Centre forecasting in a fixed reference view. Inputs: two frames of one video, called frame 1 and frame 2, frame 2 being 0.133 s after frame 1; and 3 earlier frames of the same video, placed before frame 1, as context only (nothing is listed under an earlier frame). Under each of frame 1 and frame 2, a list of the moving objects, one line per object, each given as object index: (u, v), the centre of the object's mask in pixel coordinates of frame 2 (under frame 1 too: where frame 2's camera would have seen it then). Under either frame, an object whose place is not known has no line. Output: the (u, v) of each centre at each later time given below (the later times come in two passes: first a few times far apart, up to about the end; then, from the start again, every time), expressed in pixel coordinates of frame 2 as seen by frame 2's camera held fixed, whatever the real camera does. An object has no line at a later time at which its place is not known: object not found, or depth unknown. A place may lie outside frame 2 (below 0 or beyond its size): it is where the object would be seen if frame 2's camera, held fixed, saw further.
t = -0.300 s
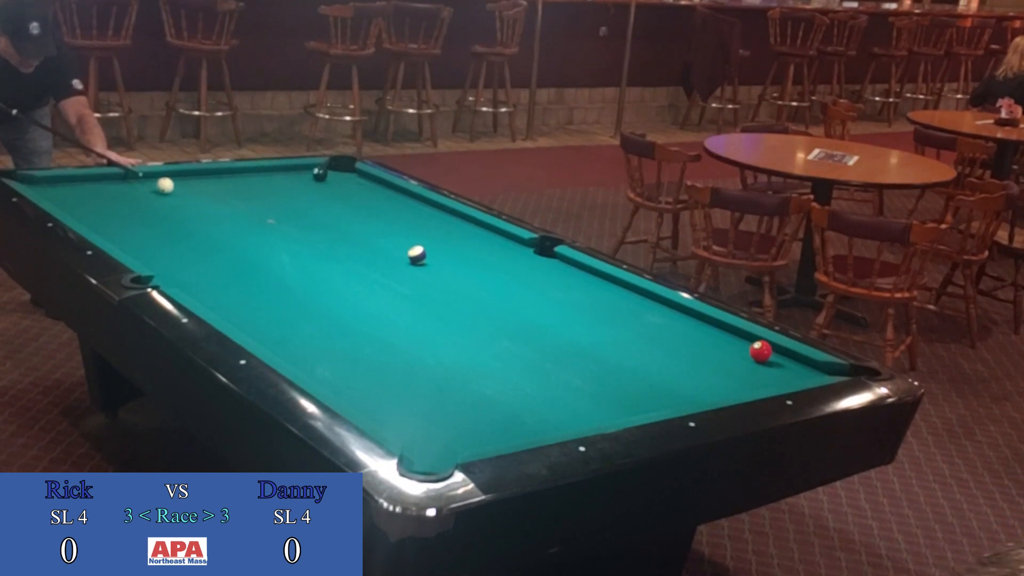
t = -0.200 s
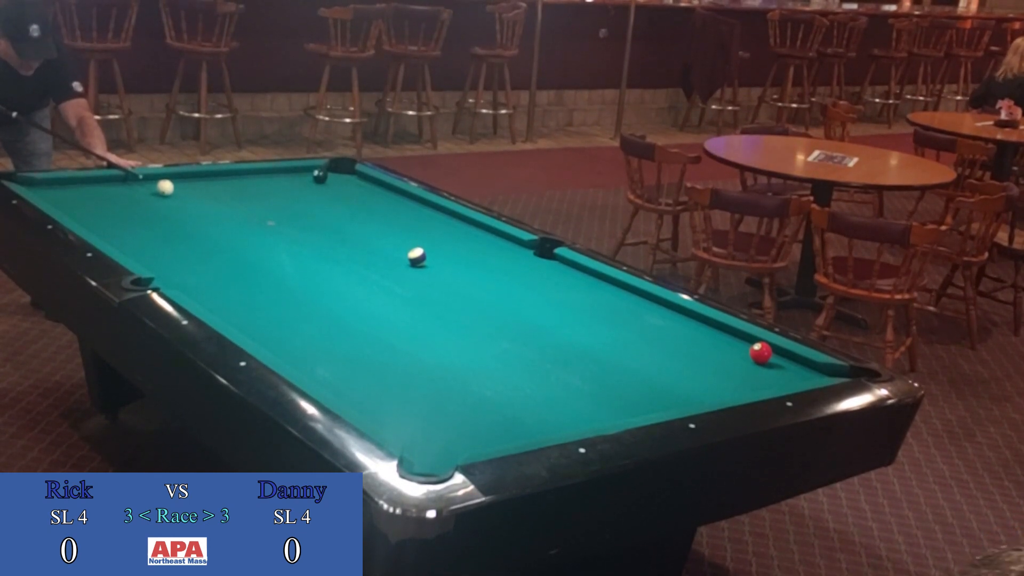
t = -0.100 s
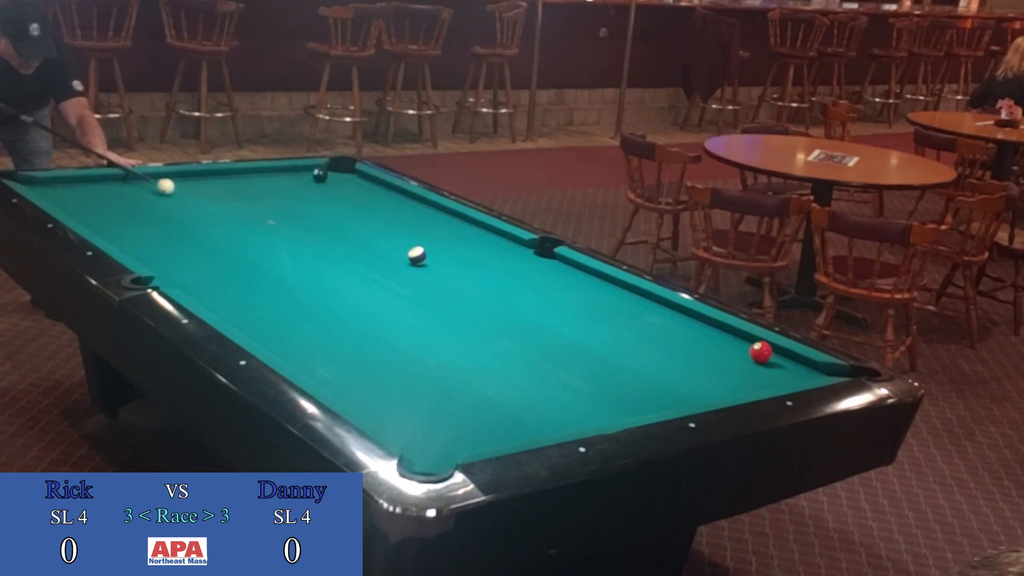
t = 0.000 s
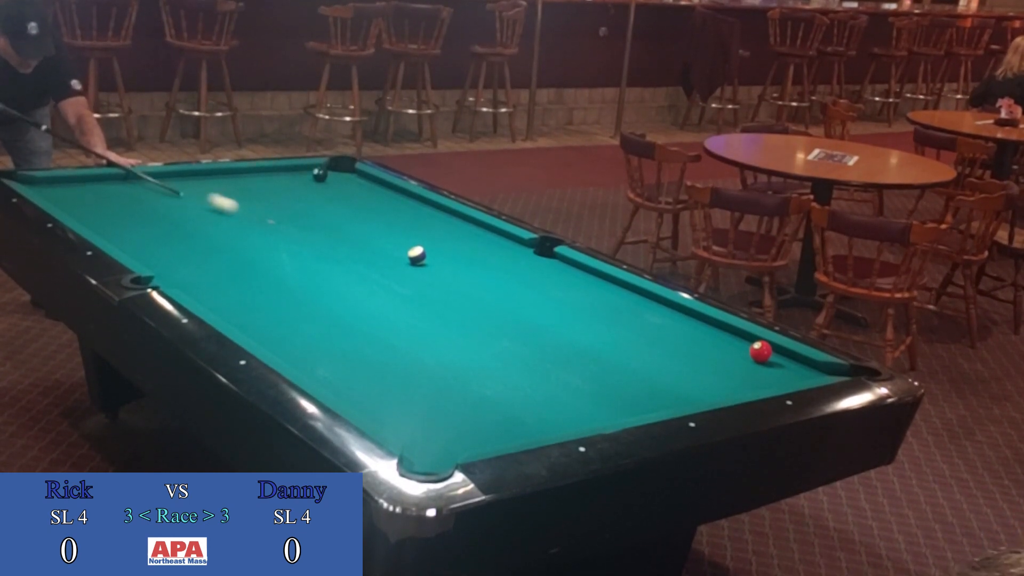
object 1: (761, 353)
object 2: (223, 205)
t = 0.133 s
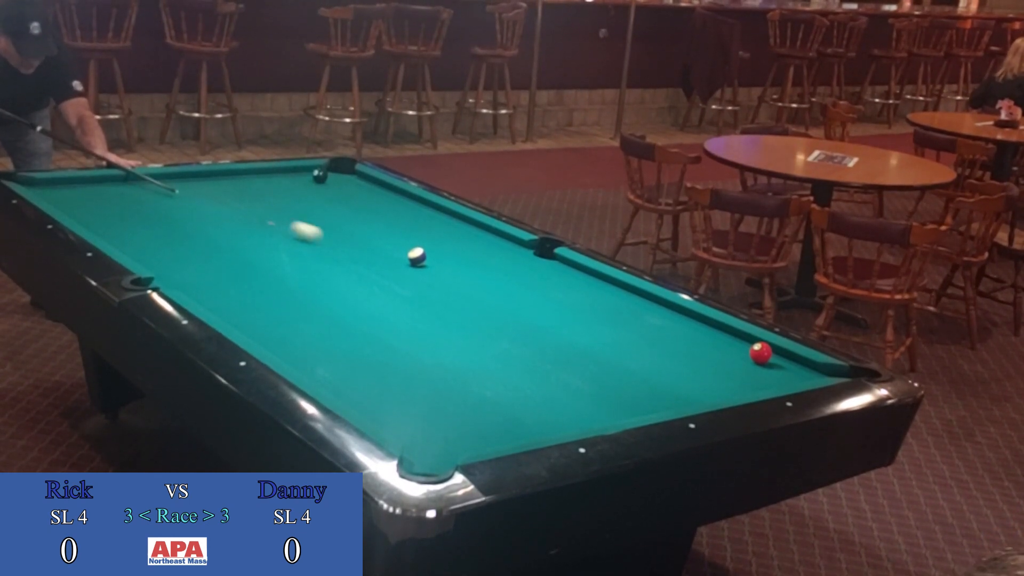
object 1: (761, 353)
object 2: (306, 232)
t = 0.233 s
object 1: (761, 352)
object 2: (366, 250)
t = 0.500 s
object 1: (761, 353)
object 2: (516, 298)
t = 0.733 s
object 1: (761, 353)
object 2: (658, 342)
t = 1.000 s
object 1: (761, 352)
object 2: (777, 371)
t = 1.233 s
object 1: (740, 338)
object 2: (750, 355)
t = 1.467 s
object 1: (703, 332)
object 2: (731, 347)
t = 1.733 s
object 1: (663, 325)
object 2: (712, 339)
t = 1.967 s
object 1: (630, 320)
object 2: (697, 333)
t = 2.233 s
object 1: (595, 313)
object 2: (681, 327)
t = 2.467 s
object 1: (567, 308)
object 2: (669, 322)
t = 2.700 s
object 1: (541, 304)
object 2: (658, 318)
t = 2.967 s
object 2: (647, 314)
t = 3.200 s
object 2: (639, 311)
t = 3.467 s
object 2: (631, 308)
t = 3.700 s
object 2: (626, 306)
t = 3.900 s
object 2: (624, 305)
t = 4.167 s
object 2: (622, 304)
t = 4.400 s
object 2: (621, 303)
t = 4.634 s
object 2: (620, 303)
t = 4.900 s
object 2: (620, 303)
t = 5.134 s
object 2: (620, 303)
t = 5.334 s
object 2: (620, 303)
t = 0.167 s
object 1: (761, 353)
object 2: (326, 238)
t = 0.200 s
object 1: (761, 352)
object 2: (346, 244)
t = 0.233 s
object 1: (761, 352)
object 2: (366, 250)
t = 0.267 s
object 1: (761, 352)
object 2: (385, 257)
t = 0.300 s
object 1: (761, 352)
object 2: (403, 262)
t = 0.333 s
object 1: (761, 353)
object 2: (424, 269)
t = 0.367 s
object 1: (761, 353)
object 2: (441, 274)
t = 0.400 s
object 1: (761, 353)
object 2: (459, 280)
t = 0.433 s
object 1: (761, 353)
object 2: (477, 285)
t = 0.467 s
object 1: (761, 353)
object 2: (495, 291)
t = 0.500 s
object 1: (761, 353)
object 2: (516, 298)
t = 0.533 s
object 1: (761, 353)
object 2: (534, 304)
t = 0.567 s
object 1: (761, 353)
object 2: (554, 309)
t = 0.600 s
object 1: (761, 353)
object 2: (574, 316)
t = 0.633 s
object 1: (761, 353)
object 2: (594, 322)
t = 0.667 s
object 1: (761, 352)
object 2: (616, 329)
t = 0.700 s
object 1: (761, 353)
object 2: (637, 335)
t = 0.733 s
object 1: (761, 353)
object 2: (658, 342)
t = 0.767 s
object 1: (761, 353)
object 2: (681, 350)
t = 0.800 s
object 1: (761, 353)
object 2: (703, 356)
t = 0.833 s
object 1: (761, 353)
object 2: (726, 363)
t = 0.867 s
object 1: (761, 352)
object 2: (749, 371)
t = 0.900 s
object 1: (761, 353)
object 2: (772, 376)
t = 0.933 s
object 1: (761, 353)
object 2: (789, 378)
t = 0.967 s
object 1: (761, 353)
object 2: (783, 374)
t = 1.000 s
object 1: (761, 352)
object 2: (777, 371)
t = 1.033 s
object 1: (759, 350)
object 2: (770, 364)
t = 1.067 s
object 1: (758, 347)
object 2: (765, 360)
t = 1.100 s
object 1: (757, 344)
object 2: (762, 360)
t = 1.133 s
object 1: (755, 341)
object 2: (759, 358)
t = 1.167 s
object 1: (752, 340)
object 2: (756, 357)
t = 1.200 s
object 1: (746, 339)
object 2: (753, 356)
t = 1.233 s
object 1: (740, 338)
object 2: (750, 355)
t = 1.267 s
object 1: (735, 337)
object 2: (748, 354)
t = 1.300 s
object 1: (729, 337)
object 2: (745, 353)
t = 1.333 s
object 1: (724, 336)
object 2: (742, 352)
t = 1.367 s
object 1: (719, 335)
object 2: (739, 350)
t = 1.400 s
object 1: (713, 334)
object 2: (736, 349)
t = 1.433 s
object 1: (708, 333)
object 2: (734, 348)
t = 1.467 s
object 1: (703, 332)
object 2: (731, 347)
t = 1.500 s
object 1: (697, 331)
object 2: (729, 346)
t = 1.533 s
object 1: (692, 331)
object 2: (727, 346)
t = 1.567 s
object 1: (687, 330)
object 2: (724, 344)
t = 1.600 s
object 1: (683, 329)
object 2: (722, 344)
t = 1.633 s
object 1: (677, 328)
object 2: (719, 342)
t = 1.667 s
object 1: (673, 327)
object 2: (716, 341)
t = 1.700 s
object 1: (667, 326)
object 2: (714, 340)
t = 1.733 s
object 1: (663, 325)
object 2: (712, 339)
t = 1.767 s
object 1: (658, 324)
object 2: (710, 338)
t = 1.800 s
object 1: (653, 324)
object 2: (708, 338)
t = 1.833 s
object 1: (648, 323)
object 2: (706, 337)
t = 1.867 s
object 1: (643, 322)
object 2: (703, 336)
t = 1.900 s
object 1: (639, 321)
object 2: (701, 335)
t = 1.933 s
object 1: (634, 320)
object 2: (699, 334)
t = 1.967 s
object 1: (630, 320)
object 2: (697, 333)
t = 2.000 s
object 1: (626, 319)
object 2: (694, 332)
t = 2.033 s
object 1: (621, 318)
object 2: (692, 332)
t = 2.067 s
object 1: (617, 317)
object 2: (690, 331)
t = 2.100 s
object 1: (612, 316)
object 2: (689, 330)
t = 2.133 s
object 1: (608, 316)
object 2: (687, 329)
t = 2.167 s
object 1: (604, 315)
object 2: (685, 328)
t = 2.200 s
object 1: (600, 314)
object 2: (682, 328)
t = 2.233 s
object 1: (595, 313)
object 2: (681, 327)
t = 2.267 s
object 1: (591, 313)
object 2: (679, 326)
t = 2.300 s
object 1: (587, 311)
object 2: (677, 325)
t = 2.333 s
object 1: (583, 311)
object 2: (675, 325)
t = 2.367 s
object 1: (579, 310)
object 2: (674, 324)
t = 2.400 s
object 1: (575, 310)
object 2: (672, 324)
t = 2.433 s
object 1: (571, 309)
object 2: (670, 323)
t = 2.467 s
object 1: (567, 308)
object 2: (669, 322)
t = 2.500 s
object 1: (564, 308)
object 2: (667, 322)
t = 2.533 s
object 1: (560, 307)
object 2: (666, 321)
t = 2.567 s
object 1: (556, 306)
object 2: (664, 320)
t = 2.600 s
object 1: (552, 306)
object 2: (662, 319)
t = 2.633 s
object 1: (549, 305)
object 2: (661, 319)
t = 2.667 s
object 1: (545, 304)
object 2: (659, 318)
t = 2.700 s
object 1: (541, 304)
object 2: (658, 318)
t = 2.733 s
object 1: (538, 303)
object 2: (657, 318)
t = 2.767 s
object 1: (534, 302)
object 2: (655, 317)
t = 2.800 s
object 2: (653, 317)
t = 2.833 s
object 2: (652, 316)
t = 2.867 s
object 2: (651, 315)
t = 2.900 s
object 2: (650, 315)
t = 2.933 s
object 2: (648, 315)
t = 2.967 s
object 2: (647, 314)
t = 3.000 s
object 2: (646, 314)
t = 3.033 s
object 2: (644, 313)
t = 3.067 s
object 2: (643, 313)
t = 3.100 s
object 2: (642, 312)
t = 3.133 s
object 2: (641, 312)
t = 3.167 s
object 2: (640, 311)
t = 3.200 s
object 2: (639, 311)
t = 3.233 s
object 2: (638, 311)
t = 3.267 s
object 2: (637, 311)
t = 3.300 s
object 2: (636, 310)
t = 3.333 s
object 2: (635, 310)
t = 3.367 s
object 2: (634, 309)
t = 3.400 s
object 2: (633, 309)
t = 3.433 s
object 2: (632, 308)
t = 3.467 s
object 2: (631, 308)
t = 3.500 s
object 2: (630, 308)
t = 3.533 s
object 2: (630, 308)
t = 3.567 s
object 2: (629, 308)
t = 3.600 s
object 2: (628, 307)
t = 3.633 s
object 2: (628, 307)
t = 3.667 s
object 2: (627, 307)
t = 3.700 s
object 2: (626, 306)
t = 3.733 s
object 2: (626, 306)
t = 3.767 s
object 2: (625, 306)
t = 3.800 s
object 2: (625, 306)
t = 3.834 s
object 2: (624, 305)
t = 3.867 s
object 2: (624, 305)
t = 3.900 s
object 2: (624, 305)
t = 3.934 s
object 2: (623, 305)
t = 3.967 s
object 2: (623, 305)
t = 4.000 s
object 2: (623, 304)
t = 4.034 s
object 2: (622, 304)
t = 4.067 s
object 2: (622, 304)
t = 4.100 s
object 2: (622, 304)
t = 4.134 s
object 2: (622, 304)
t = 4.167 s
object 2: (622, 304)
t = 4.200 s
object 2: (622, 303)
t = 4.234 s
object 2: (621, 303)
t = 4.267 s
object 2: (622, 303)
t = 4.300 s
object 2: (622, 303)
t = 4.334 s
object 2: (621, 303)
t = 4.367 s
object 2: (621, 303)
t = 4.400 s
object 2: (621, 303)
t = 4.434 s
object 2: (621, 303)
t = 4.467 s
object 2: (621, 303)
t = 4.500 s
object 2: (621, 303)
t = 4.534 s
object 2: (621, 303)
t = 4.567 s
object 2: (620, 303)
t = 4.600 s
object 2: (620, 303)
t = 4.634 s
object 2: (620, 303)
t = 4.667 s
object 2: (620, 303)
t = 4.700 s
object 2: (620, 303)
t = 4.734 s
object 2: (620, 303)
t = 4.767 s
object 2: (620, 303)
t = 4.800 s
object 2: (620, 303)
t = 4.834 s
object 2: (620, 303)
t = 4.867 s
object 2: (620, 303)
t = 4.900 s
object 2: (620, 303)
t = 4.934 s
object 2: (620, 303)
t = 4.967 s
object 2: (620, 303)
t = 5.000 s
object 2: (620, 303)
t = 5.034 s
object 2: (620, 303)
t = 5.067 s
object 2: (620, 303)
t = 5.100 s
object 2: (620, 303)
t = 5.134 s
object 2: (620, 303)
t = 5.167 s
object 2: (620, 303)
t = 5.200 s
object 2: (620, 303)
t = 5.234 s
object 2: (620, 303)
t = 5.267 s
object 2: (620, 303)
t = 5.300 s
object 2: (620, 303)
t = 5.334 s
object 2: (620, 303)
